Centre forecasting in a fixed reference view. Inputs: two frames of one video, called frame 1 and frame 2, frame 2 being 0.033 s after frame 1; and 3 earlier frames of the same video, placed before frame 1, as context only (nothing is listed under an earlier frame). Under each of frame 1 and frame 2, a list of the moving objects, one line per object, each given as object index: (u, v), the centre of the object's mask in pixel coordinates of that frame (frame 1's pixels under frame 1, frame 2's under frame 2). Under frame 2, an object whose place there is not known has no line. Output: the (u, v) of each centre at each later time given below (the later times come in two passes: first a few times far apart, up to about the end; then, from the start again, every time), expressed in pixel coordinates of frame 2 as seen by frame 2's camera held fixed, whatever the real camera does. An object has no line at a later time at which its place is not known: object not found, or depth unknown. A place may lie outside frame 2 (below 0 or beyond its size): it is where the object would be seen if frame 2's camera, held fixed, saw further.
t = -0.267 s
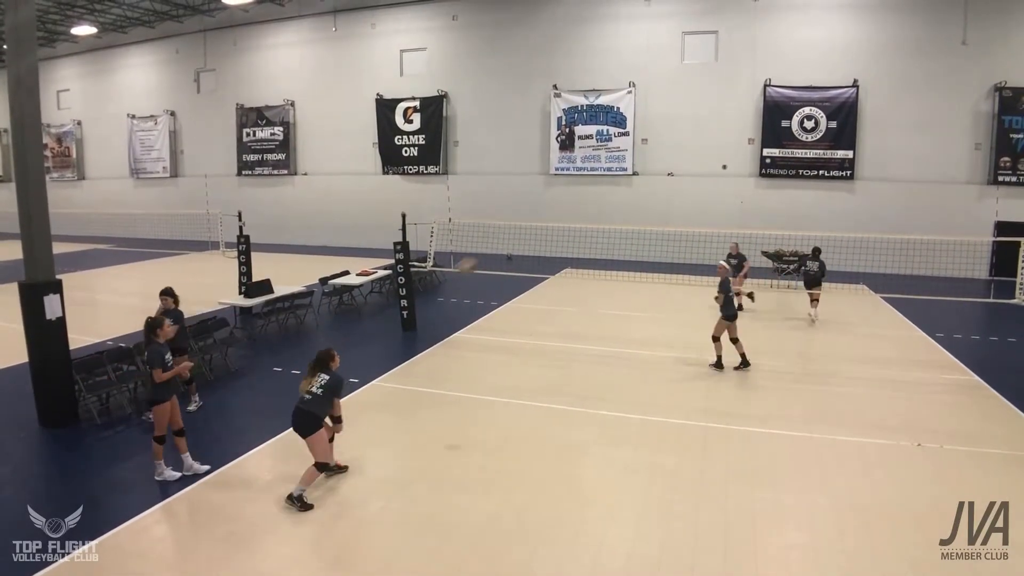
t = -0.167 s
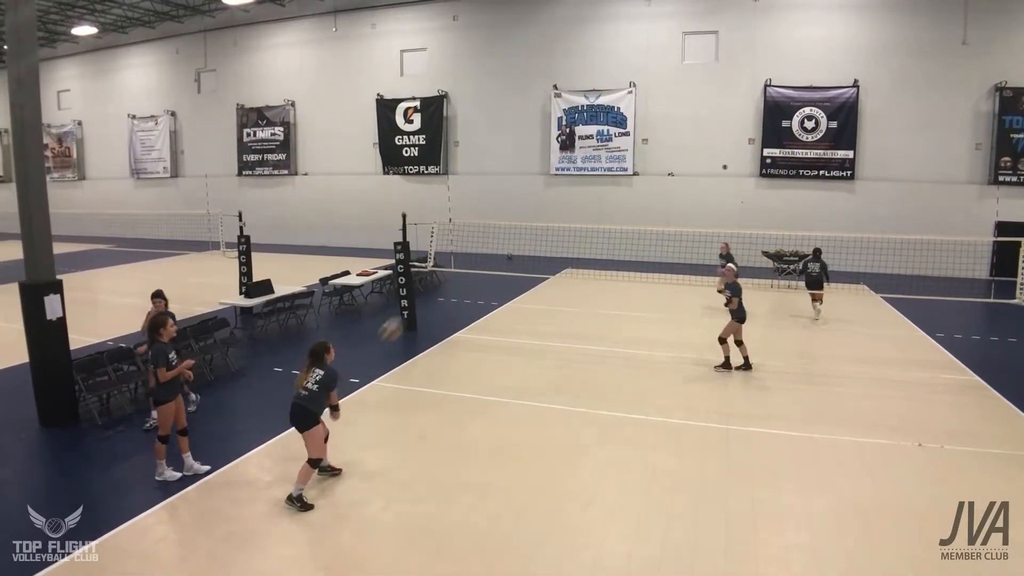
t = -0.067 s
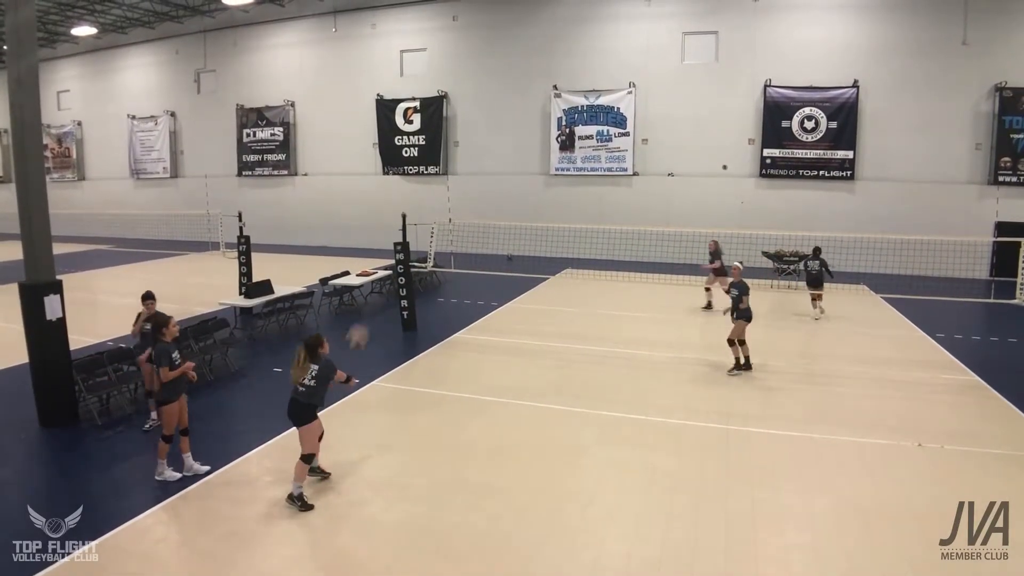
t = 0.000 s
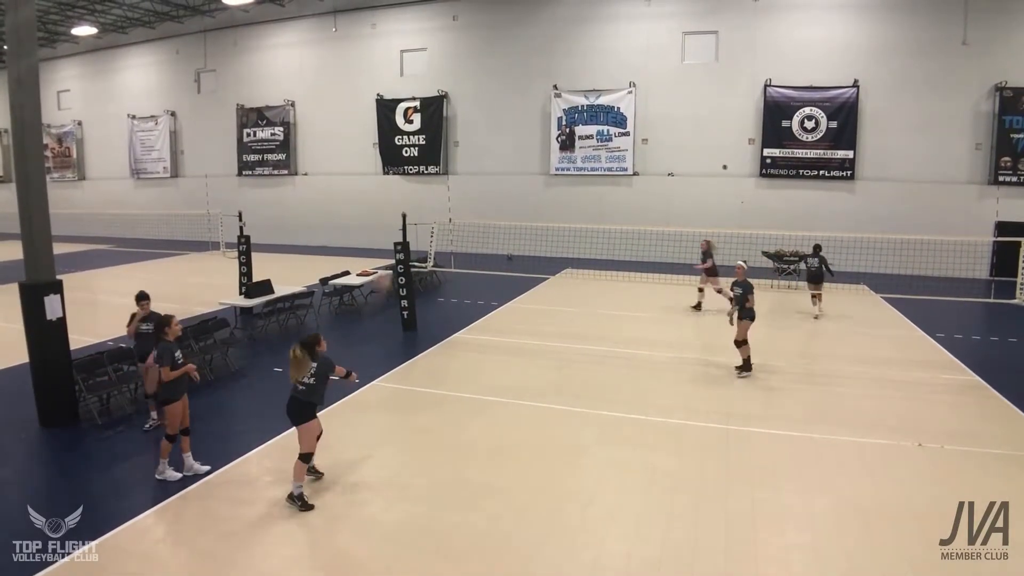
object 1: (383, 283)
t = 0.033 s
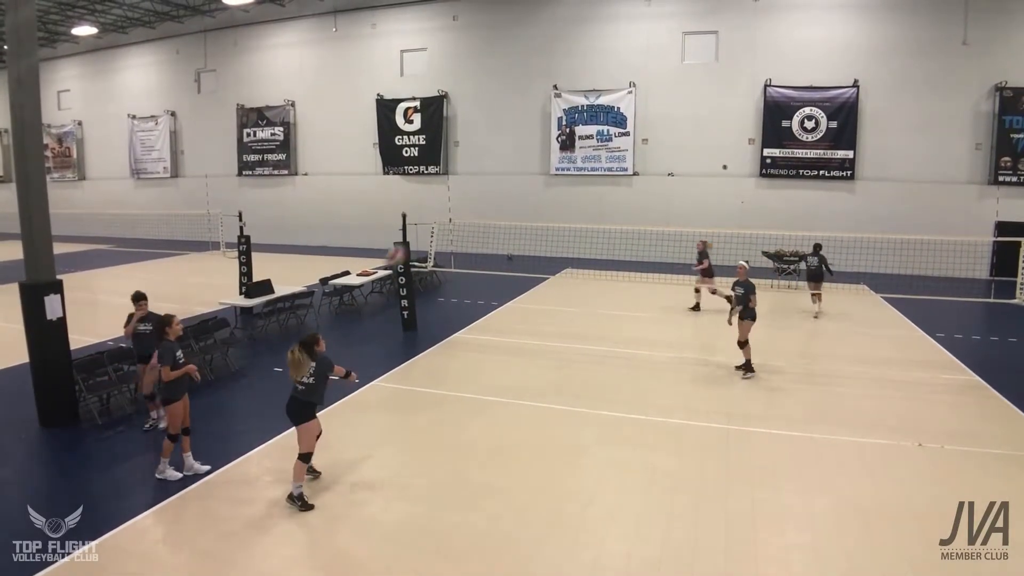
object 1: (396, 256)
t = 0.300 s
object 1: (485, 104)
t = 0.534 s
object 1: (551, 42)
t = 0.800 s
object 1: (612, 31)
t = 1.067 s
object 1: (663, 75)
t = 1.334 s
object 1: (703, 159)
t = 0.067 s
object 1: (408, 232)
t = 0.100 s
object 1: (420, 210)
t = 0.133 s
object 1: (432, 188)
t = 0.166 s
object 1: (444, 168)
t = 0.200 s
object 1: (456, 150)
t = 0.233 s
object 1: (466, 133)
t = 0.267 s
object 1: (475, 118)
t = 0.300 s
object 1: (485, 104)
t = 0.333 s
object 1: (495, 91)
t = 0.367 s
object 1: (505, 80)
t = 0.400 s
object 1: (514, 70)
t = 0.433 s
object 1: (524, 61)
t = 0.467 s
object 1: (533, 53)
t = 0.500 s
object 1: (542, 46)
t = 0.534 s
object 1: (551, 42)
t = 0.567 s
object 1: (559, 35)
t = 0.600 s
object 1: (568, 32)
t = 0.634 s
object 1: (576, 30)
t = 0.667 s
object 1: (584, 28)
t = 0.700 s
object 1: (591, 27)
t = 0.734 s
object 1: (598, 27)
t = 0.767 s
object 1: (606, 29)
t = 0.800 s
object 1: (612, 31)
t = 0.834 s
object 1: (619, 34)
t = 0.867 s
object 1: (626, 38)
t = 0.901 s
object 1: (633, 42)
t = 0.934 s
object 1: (639, 47)
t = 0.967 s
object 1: (645, 53)
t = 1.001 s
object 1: (652, 59)
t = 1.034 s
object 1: (657, 67)
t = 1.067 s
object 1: (663, 75)
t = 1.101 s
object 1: (669, 83)
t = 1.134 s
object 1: (674, 92)
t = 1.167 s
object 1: (679, 102)
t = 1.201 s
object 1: (684, 112)
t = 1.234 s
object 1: (689, 123)
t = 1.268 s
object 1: (694, 135)
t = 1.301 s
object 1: (698, 146)
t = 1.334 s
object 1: (703, 159)
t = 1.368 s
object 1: (707, 171)
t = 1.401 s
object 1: (710, 184)
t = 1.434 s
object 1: (714, 197)
